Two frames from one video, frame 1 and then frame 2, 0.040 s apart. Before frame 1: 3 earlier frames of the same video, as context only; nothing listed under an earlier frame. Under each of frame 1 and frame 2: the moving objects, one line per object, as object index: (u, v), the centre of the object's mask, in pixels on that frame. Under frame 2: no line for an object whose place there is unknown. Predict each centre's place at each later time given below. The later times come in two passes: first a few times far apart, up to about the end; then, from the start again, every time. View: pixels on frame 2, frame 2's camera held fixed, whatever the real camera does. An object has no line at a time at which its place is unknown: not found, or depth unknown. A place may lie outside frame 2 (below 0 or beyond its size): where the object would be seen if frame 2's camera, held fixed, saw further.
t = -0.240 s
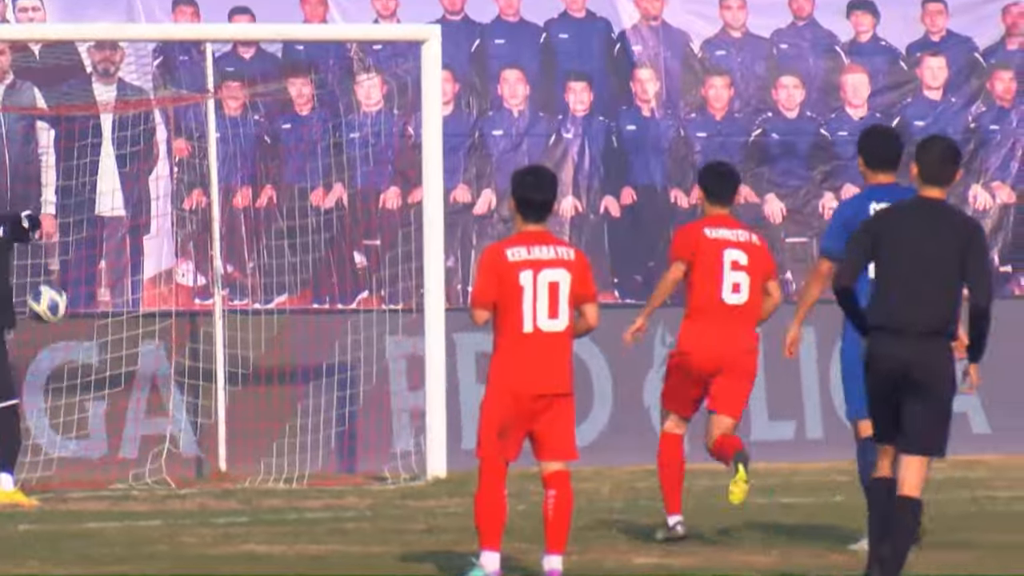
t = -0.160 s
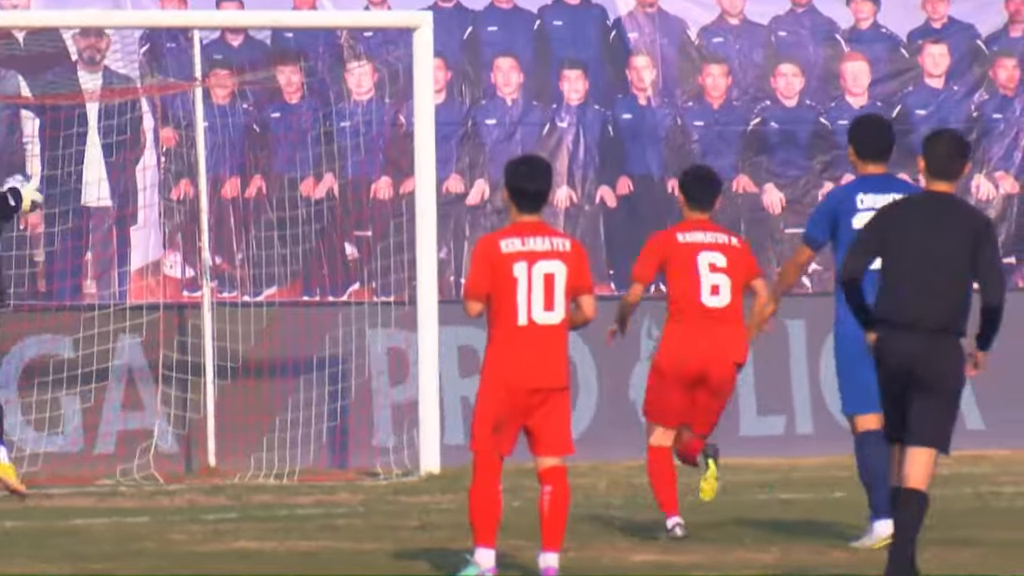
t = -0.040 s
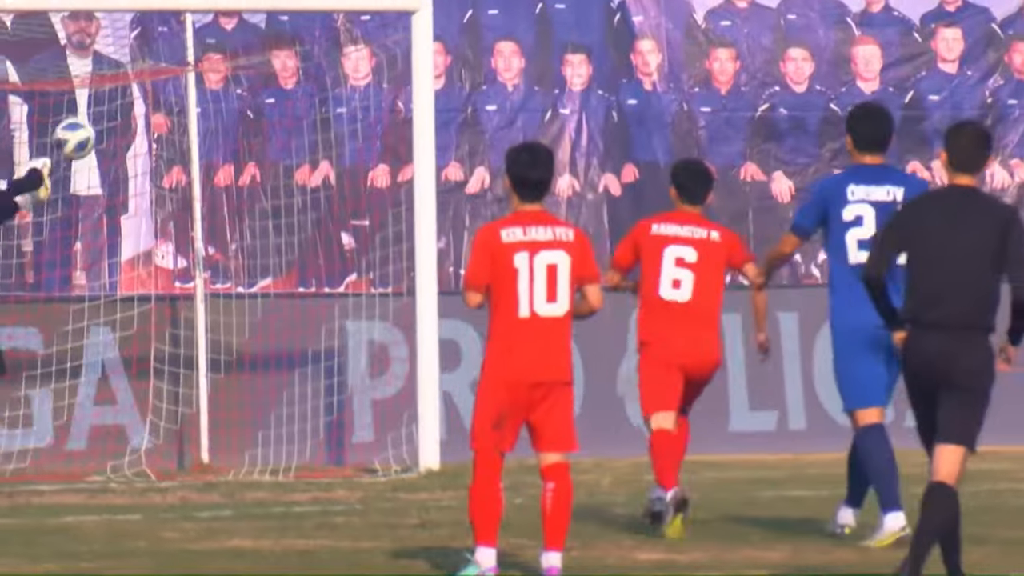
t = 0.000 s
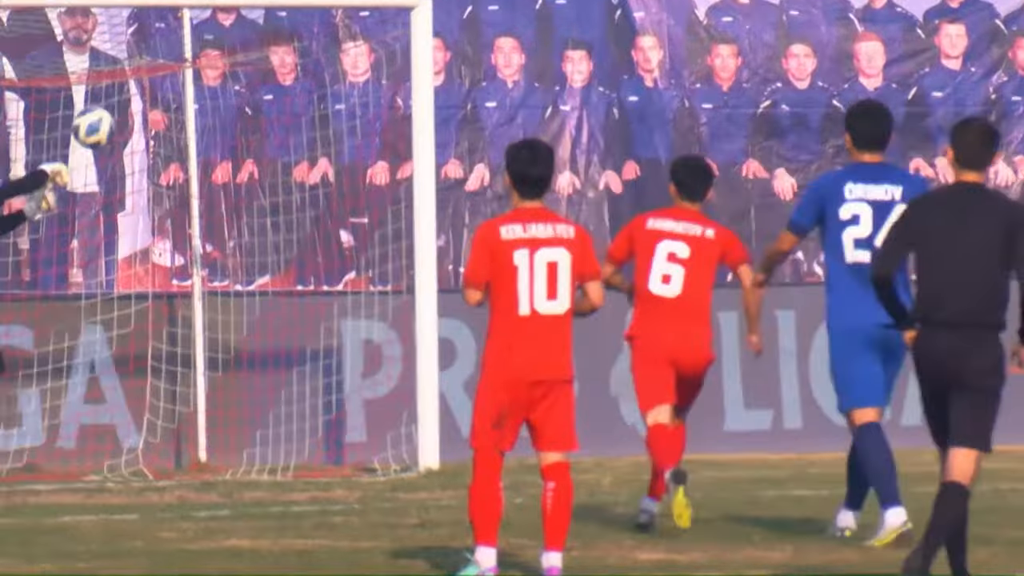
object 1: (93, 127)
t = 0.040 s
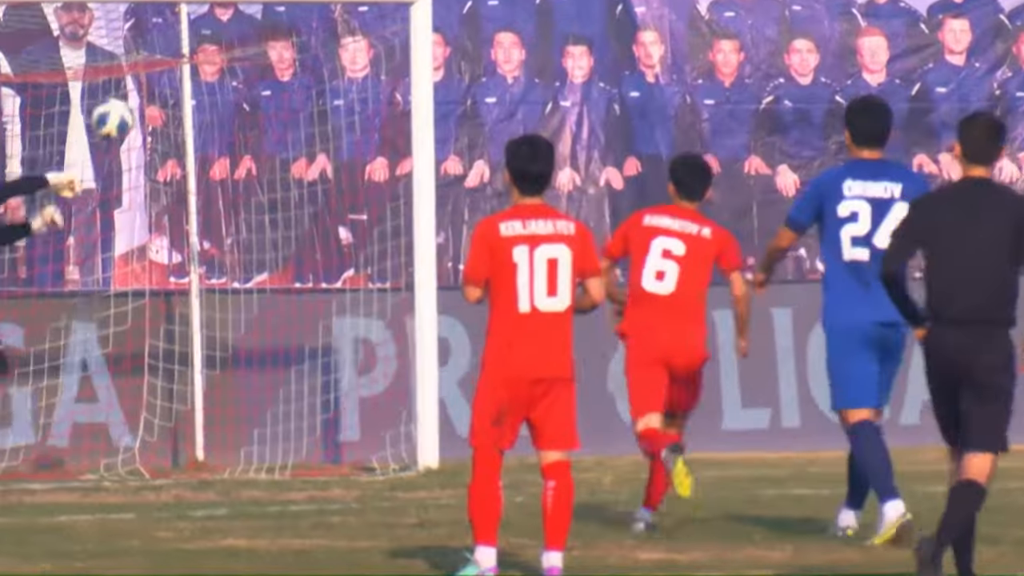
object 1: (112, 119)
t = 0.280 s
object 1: (246, 154)
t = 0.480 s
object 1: (360, 269)
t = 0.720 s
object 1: (403, 434)
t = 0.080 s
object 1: (136, 118)
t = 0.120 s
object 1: (156, 117)
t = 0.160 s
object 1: (180, 121)
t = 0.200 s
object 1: (202, 131)
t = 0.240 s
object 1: (225, 140)
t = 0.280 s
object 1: (246, 154)
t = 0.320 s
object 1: (270, 173)
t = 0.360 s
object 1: (292, 192)
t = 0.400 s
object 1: (316, 214)
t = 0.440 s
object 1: (338, 240)
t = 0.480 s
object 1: (360, 269)
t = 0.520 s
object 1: (380, 299)
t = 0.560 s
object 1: (395, 327)
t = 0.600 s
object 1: (402, 352)
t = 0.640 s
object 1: (407, 379)
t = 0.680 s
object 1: (407, 406)
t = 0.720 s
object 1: (403, 434)
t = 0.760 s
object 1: (395, 457)
